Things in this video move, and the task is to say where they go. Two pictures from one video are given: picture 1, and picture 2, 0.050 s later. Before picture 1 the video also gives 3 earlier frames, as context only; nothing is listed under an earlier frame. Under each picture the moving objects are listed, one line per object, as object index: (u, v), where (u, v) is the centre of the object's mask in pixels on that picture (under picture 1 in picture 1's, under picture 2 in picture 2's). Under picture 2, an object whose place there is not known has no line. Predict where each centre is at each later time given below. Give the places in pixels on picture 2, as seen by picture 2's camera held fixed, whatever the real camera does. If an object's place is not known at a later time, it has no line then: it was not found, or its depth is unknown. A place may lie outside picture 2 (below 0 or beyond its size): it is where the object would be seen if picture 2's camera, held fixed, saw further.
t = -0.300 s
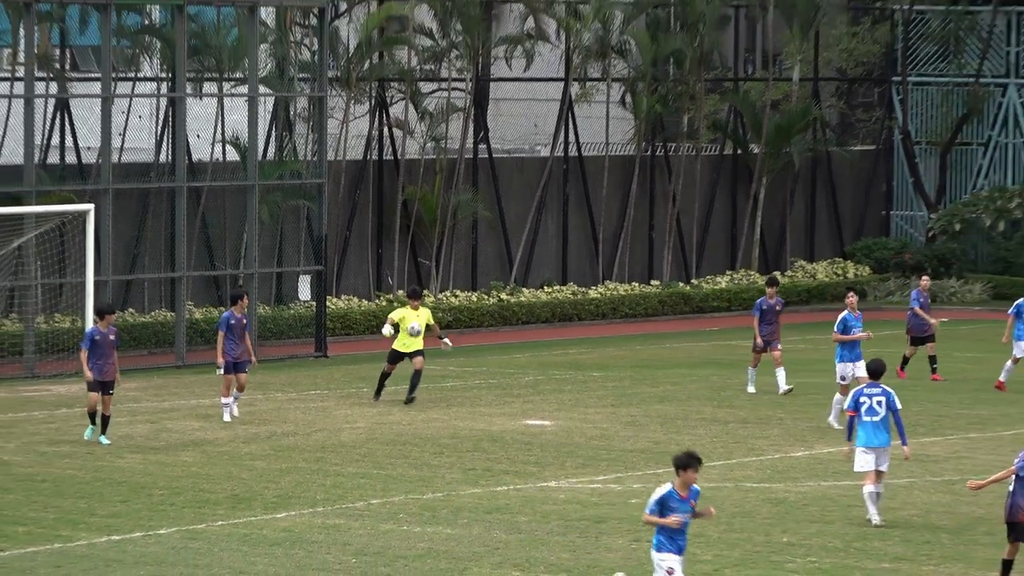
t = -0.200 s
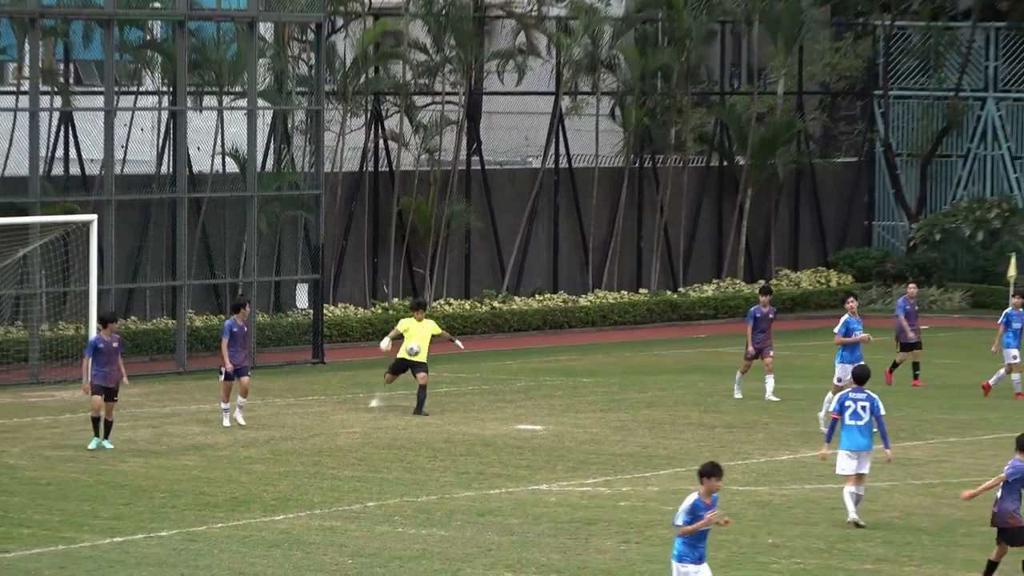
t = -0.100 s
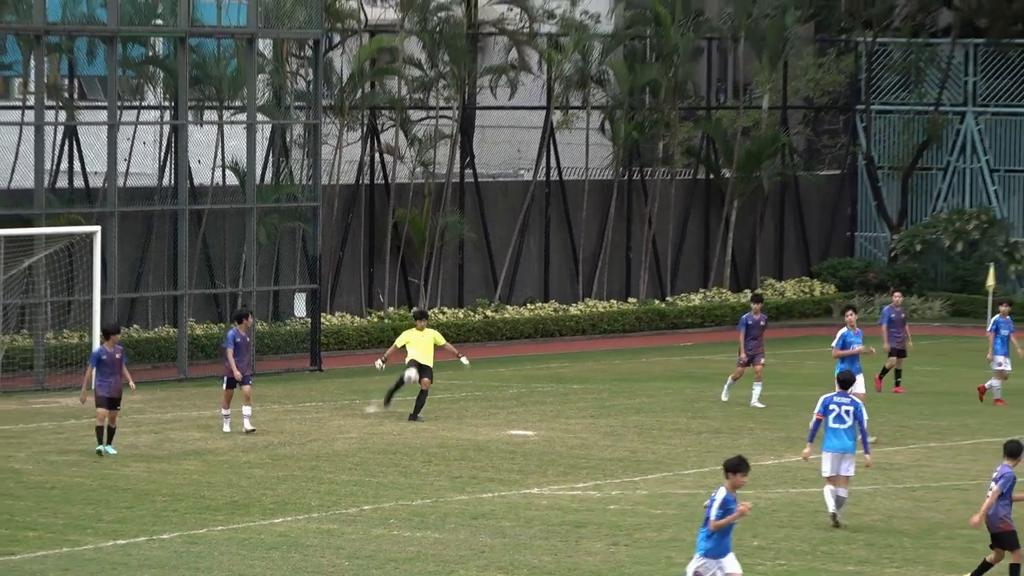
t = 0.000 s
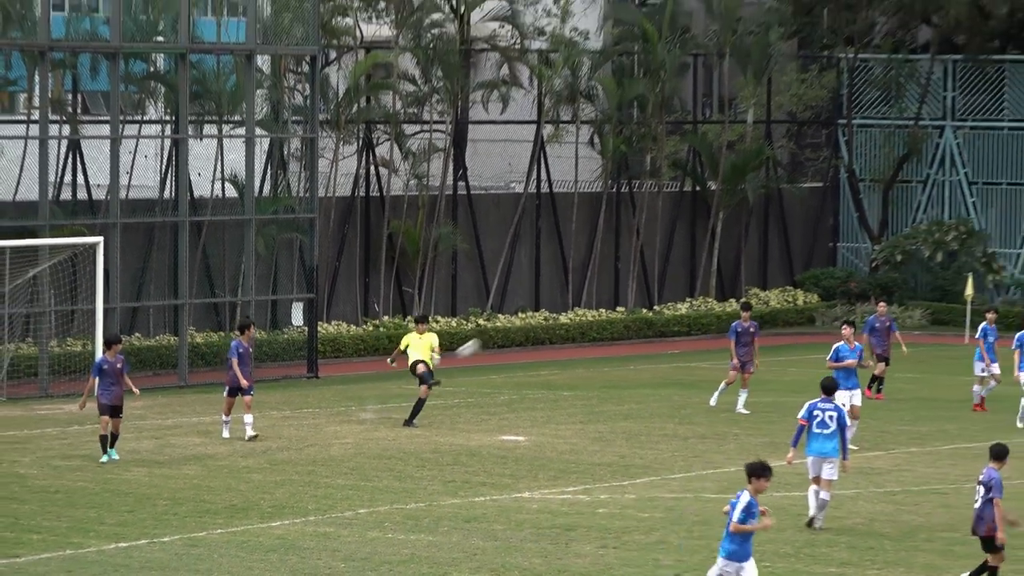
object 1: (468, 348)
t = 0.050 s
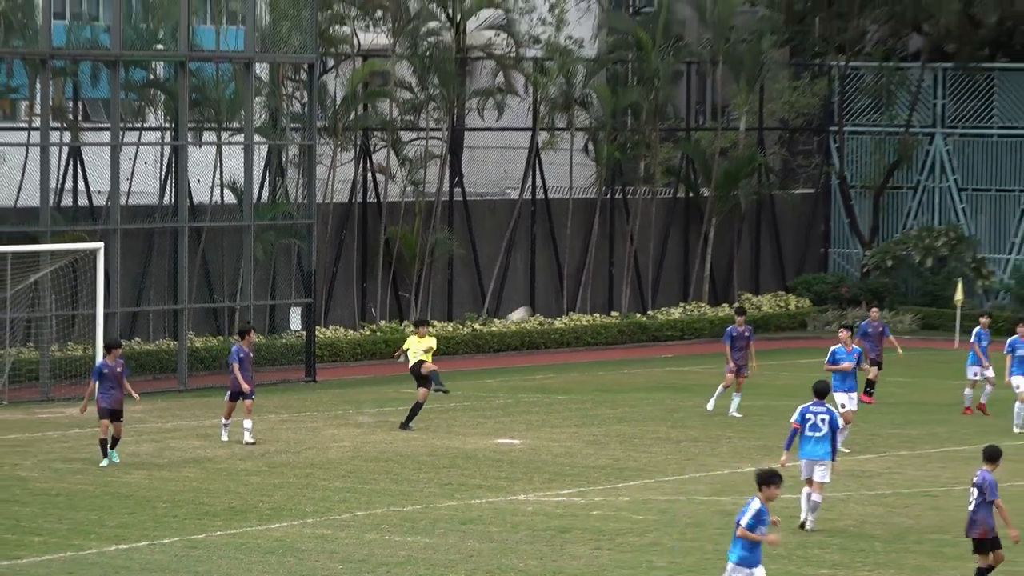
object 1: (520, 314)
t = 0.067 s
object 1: (536, 304)
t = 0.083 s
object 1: (554, 294)
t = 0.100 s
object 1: (571, 282)
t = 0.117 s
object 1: (590, 271)
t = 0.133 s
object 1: (608, 260)
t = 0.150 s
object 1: (625, 250)
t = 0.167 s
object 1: (643, 240)
